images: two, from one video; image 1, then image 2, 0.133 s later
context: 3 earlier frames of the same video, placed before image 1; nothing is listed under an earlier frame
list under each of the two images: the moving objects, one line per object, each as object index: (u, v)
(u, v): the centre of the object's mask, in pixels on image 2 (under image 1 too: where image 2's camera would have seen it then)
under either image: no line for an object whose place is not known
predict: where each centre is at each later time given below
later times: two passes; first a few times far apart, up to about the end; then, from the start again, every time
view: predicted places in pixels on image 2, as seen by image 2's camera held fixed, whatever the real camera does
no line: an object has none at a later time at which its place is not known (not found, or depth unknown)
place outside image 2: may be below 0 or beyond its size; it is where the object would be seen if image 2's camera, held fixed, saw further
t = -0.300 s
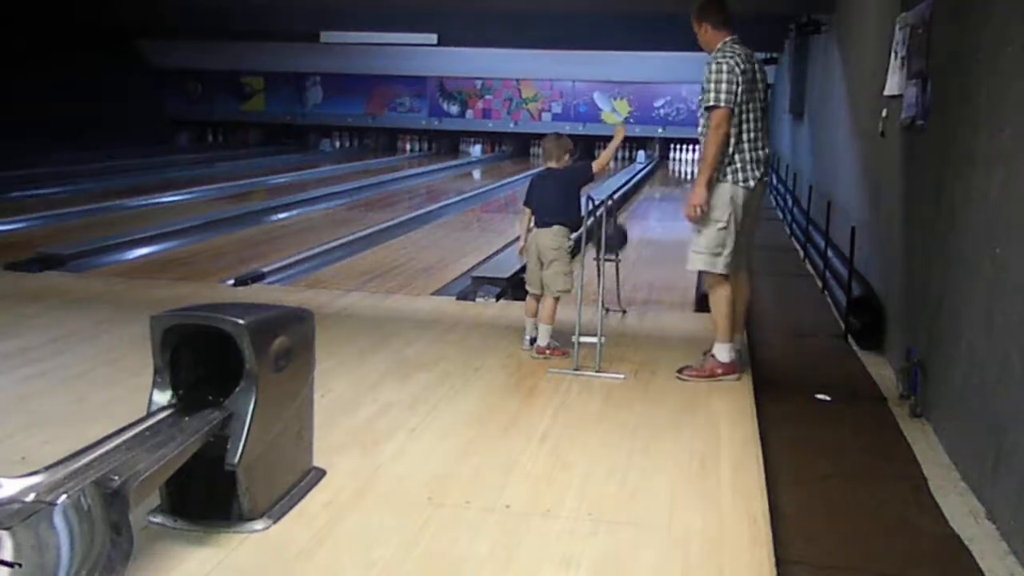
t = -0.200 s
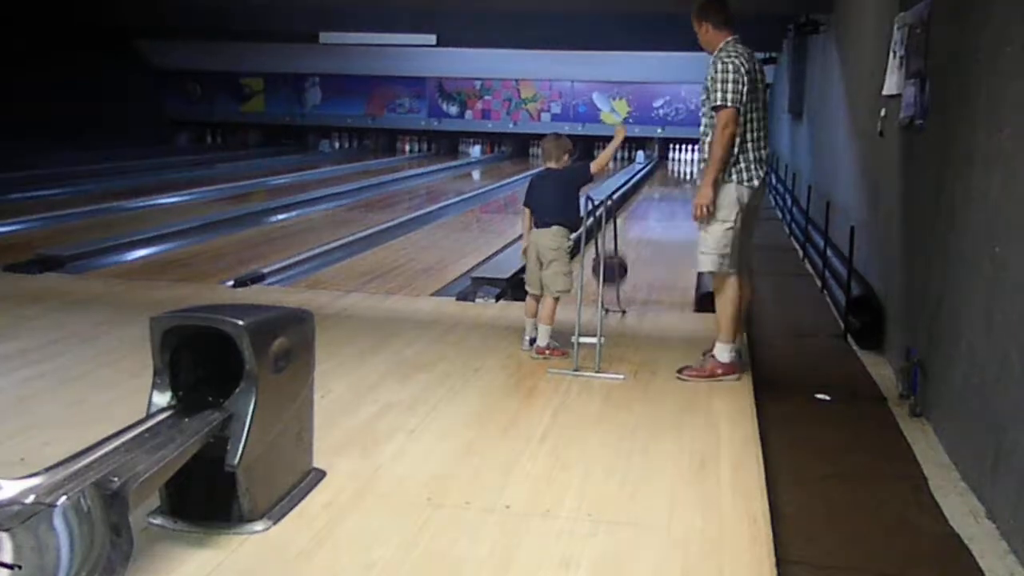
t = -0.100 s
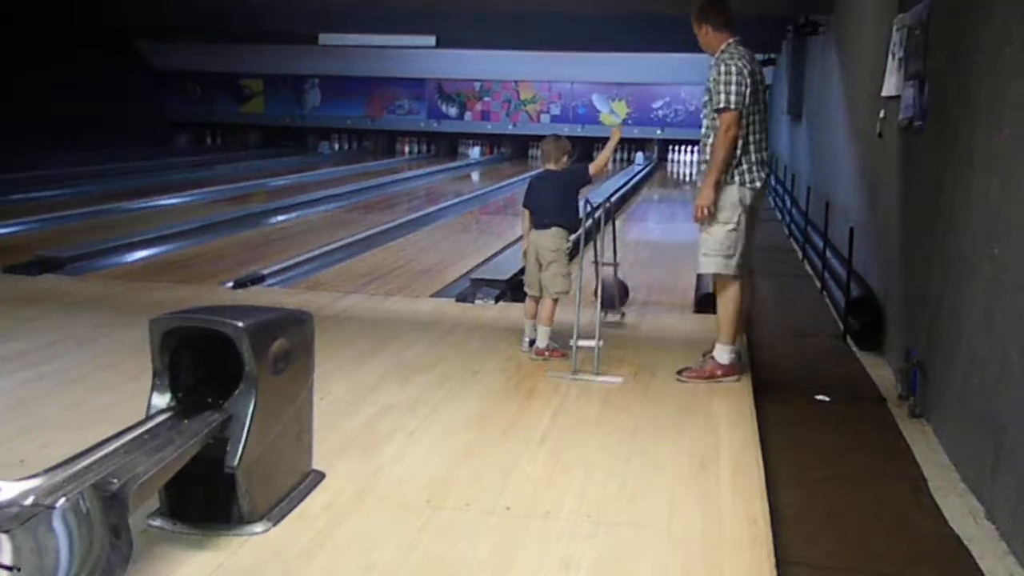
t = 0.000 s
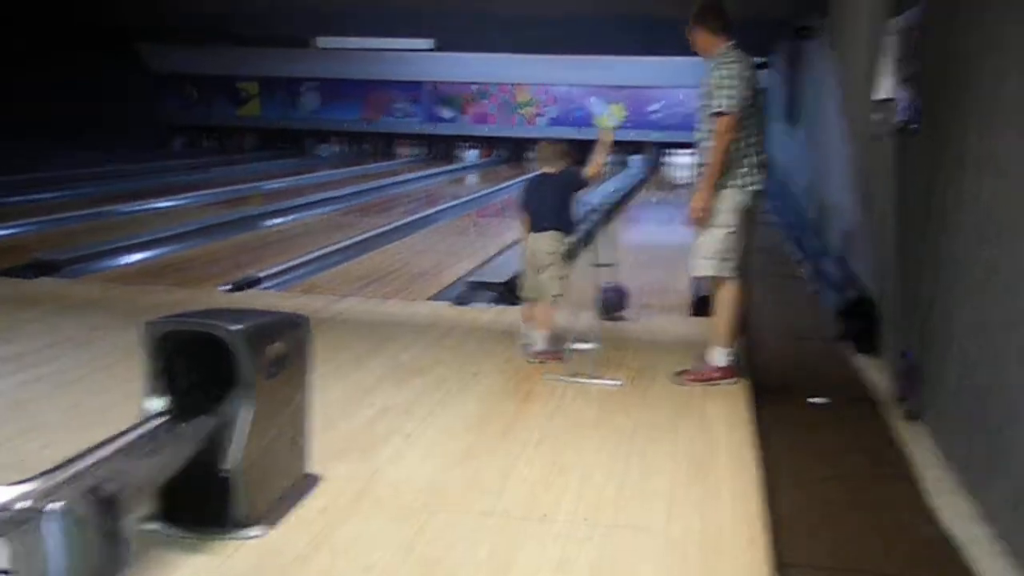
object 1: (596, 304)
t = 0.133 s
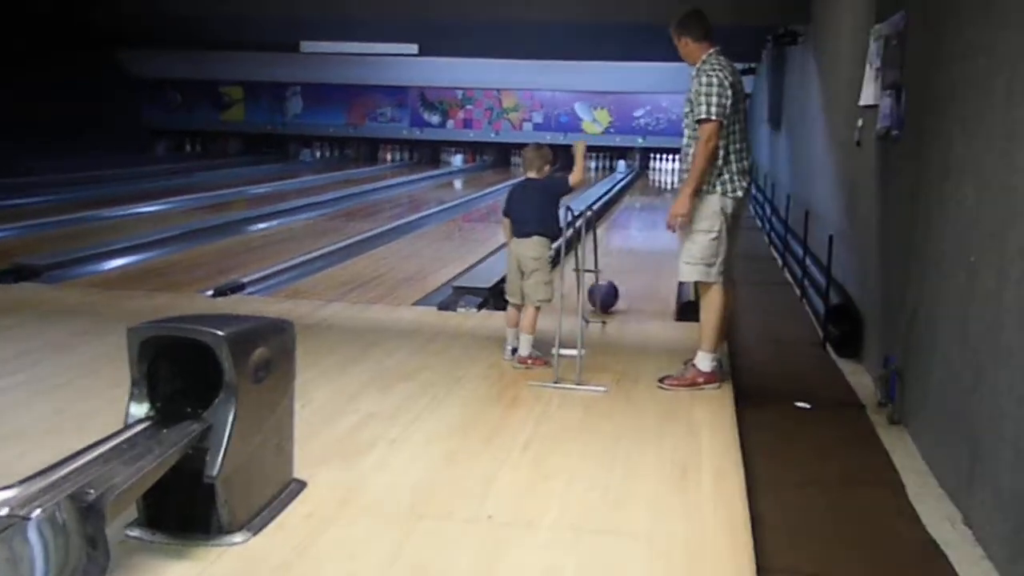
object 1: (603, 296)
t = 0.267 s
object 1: (608, 286)
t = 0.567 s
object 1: (618, 267)
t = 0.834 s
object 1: (627, 254)
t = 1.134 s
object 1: (634, 242)
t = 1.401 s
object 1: (639, 233)
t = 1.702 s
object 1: (644, 224)
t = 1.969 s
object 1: (647, 217)
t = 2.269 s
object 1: (652, 211)
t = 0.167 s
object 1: (604, 293)
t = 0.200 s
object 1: (605, 291)
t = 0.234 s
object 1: (608, 289)
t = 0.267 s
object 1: (608, 286)
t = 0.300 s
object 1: (609, 283)
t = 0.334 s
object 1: (610, 281)
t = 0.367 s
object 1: (612, 279)
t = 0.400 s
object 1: (613, 277)
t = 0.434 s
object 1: (614, 275)
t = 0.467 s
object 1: (616, 273)
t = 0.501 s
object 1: (617, 271)
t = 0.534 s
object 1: (617, 269)
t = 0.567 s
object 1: (618, 267)
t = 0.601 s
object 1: (620, 265)
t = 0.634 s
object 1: (621, 264)
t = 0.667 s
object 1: (622, 262)
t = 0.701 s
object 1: (623, 261)
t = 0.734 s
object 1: (624, 259)
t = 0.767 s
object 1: (625, 257)
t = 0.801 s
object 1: (626, 255)
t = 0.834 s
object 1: (627, 254)
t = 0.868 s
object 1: (628, 253)
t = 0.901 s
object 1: (628, 251)
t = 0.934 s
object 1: (629, 249)
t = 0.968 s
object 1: (630, 248)
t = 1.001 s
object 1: (631, 247)
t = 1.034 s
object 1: (632, 246)
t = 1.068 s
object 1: (632, 244)
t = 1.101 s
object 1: (633, 243)
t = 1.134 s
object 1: (634, 242)
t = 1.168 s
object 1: (635, 240)
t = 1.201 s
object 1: (635, 239)
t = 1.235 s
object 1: (636, 238)
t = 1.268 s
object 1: (637, 237)
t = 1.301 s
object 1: (638, 236)
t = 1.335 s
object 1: (638, 235)
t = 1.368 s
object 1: (639, 234)
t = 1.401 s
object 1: (639, 233)
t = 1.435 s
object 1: (640, 231)
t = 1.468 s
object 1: (640, 231)
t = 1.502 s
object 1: (641, 230)
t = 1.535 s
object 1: (642, 228)
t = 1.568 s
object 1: (642, 228)
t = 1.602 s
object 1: (643, 227)
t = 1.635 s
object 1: (643, 226)
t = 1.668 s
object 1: (644, 225)
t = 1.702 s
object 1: (644, 224)
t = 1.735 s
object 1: (645, 223)
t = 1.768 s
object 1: (645, 222)
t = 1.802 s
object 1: (645, 221)
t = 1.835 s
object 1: (646, 220)
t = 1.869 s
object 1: (646, 219)
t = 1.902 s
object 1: (646, 219)
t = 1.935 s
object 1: (647, 218)
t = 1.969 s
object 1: (647, 217)
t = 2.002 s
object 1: (648, 216)
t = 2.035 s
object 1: (648, 215)
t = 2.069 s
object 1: (648, 214)
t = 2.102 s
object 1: (649, 213)
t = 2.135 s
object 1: (649, 213)
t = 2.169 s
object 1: (651, 213)
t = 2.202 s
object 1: (652, 213)
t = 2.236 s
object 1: (651, 211)
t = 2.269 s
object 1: (652, 211)
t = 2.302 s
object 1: (652, 210)
